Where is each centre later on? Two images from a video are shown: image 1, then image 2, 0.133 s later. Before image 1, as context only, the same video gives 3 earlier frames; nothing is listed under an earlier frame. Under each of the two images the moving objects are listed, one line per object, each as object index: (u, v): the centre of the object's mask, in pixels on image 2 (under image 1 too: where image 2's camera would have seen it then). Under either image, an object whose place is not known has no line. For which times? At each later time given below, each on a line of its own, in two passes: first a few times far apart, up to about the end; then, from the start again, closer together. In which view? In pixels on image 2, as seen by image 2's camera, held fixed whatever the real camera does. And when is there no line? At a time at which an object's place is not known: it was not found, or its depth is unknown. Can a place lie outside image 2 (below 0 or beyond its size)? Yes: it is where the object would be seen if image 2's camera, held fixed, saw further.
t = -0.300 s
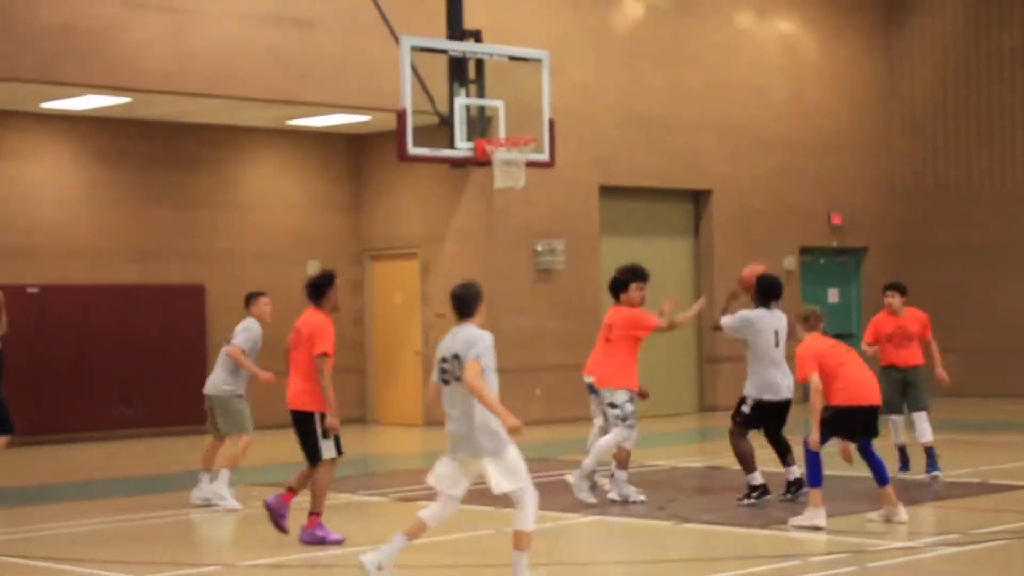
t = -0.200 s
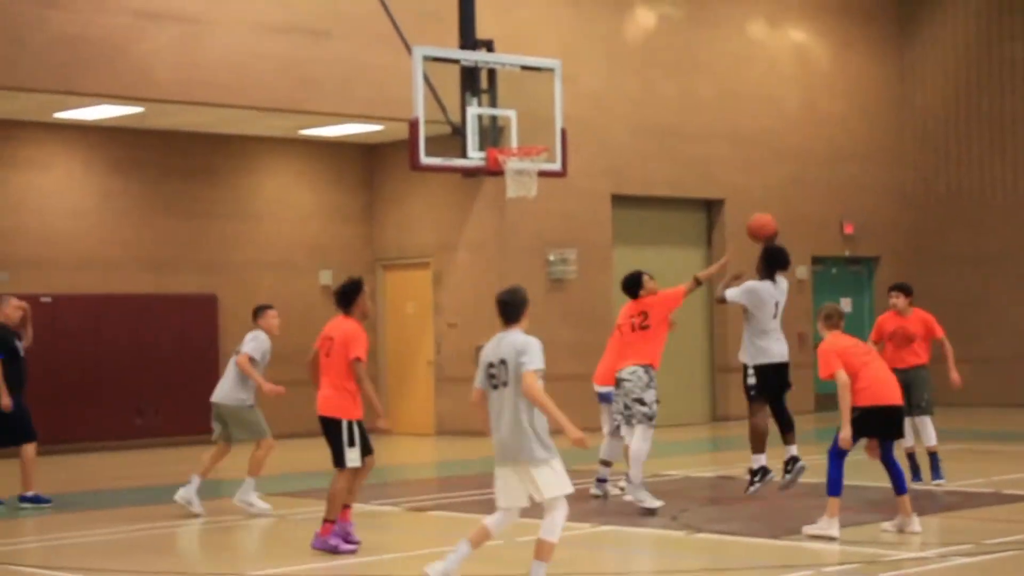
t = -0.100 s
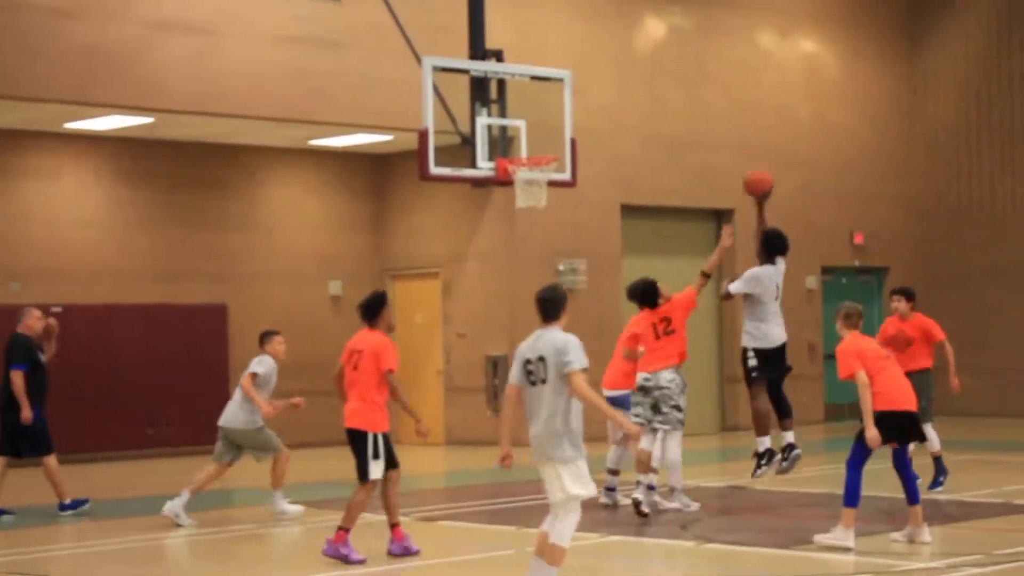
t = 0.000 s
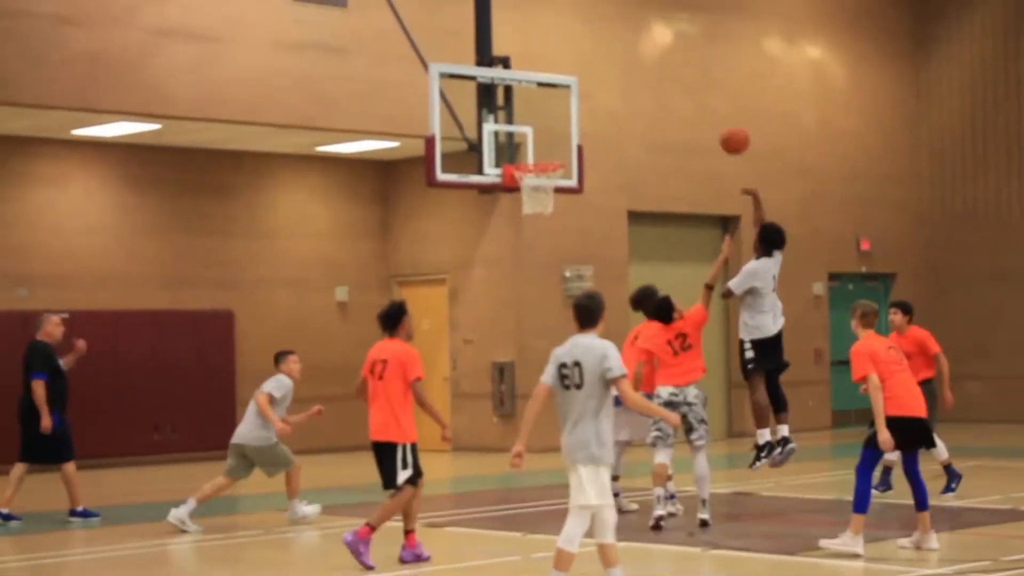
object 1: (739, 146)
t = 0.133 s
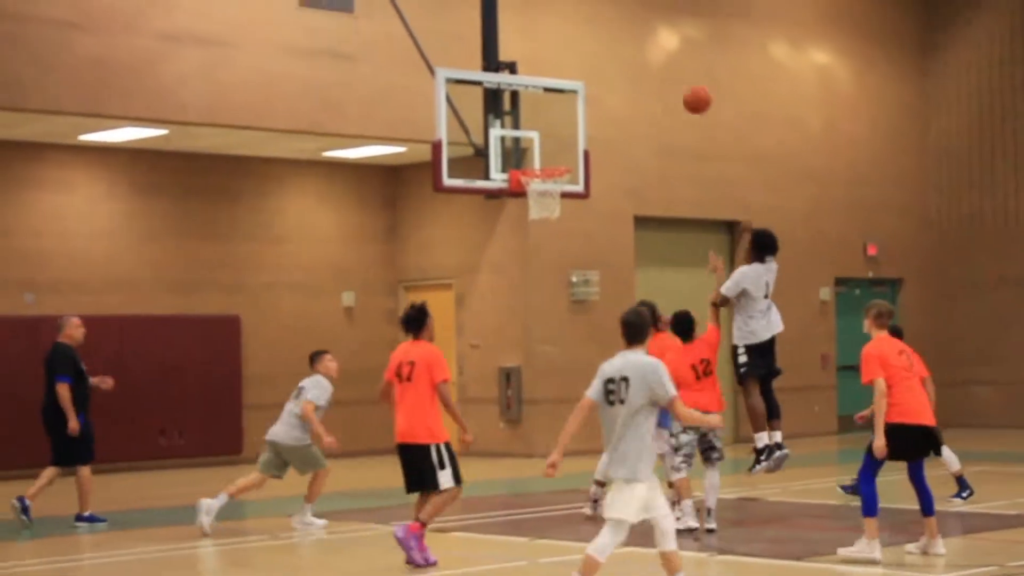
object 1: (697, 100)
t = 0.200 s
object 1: (675, 86)
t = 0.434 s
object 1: (606, 78)
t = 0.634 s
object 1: (555, 119)
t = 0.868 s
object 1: (524, 127)
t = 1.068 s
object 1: (529, 101)
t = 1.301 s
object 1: (537, 124)
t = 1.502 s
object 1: (543, 169)
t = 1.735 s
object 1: (545, 196)
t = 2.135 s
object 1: (538, 300)
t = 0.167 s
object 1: (686, 92)
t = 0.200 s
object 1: (675, 86)
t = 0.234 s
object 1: (664, 81)
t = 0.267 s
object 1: (654, 78)
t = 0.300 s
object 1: (645, 76)
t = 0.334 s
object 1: (634, 75)
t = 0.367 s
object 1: (625, 75)
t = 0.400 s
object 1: (616, 76)
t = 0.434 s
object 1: (606, 78)
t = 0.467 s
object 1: (598, 82)
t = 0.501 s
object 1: (590, 88)
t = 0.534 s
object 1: (580, 94)
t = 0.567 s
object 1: (571, 101)
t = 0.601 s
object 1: (563, 109)
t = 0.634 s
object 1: (555, 119)
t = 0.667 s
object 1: (547, 130)
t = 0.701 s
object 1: (539, 140)
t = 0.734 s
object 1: (530, 153)
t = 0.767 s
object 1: (525, 158)
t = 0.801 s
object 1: (525, 148)
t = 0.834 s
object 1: (525, 136)
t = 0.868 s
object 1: (524, 127)
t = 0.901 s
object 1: (524, 119)
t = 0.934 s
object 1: (525, 113)
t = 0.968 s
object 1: (526, 108)
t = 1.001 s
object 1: (527, 105)
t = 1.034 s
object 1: (528, 102)
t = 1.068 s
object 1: (529, 101)
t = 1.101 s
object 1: (530, 100)
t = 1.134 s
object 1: (531, 101)
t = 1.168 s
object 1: (531, 102)
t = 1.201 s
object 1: (533, 105)
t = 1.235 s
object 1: (534, 112)
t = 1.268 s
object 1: (536, 118)
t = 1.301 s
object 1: (537, 124)
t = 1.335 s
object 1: (538, 132)
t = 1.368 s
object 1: (540, 141)
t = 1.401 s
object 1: (540, 153)
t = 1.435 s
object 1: (542, 163)
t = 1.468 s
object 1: (543, 166)
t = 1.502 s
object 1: (543, 169)
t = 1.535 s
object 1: (544, 173)
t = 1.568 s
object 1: (547, 177)
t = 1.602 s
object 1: (547, 180)
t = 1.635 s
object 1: (546, 188)
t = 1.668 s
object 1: (546, 192)
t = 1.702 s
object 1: (545, 189)
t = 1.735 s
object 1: (545, 196)
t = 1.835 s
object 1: (544, 209)
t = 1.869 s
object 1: (542, 213)
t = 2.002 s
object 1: (540, 245)
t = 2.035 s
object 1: (541, 257)
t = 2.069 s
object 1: (541, 270)
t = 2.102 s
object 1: (541, 285)
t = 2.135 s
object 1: (538, 300)
